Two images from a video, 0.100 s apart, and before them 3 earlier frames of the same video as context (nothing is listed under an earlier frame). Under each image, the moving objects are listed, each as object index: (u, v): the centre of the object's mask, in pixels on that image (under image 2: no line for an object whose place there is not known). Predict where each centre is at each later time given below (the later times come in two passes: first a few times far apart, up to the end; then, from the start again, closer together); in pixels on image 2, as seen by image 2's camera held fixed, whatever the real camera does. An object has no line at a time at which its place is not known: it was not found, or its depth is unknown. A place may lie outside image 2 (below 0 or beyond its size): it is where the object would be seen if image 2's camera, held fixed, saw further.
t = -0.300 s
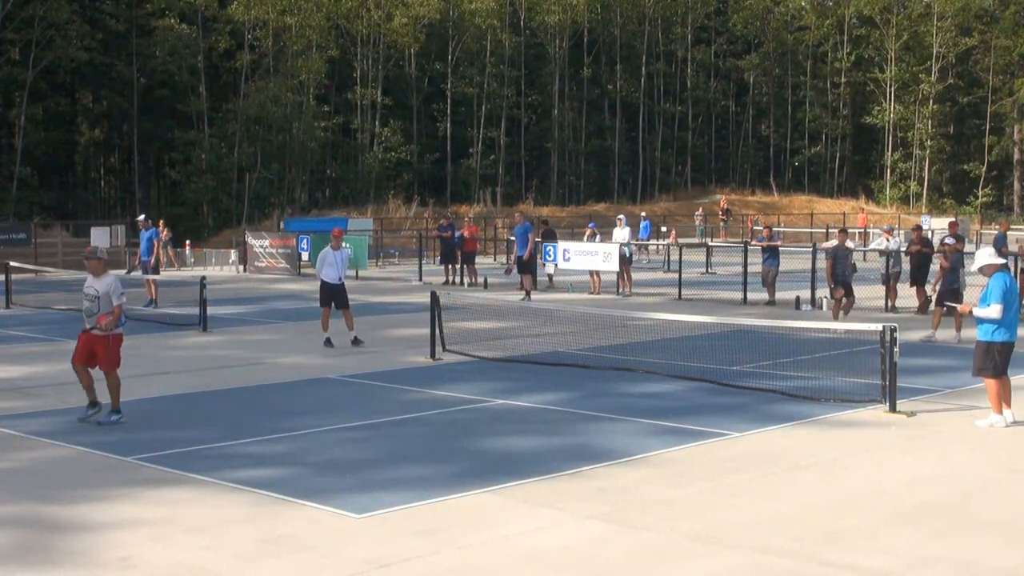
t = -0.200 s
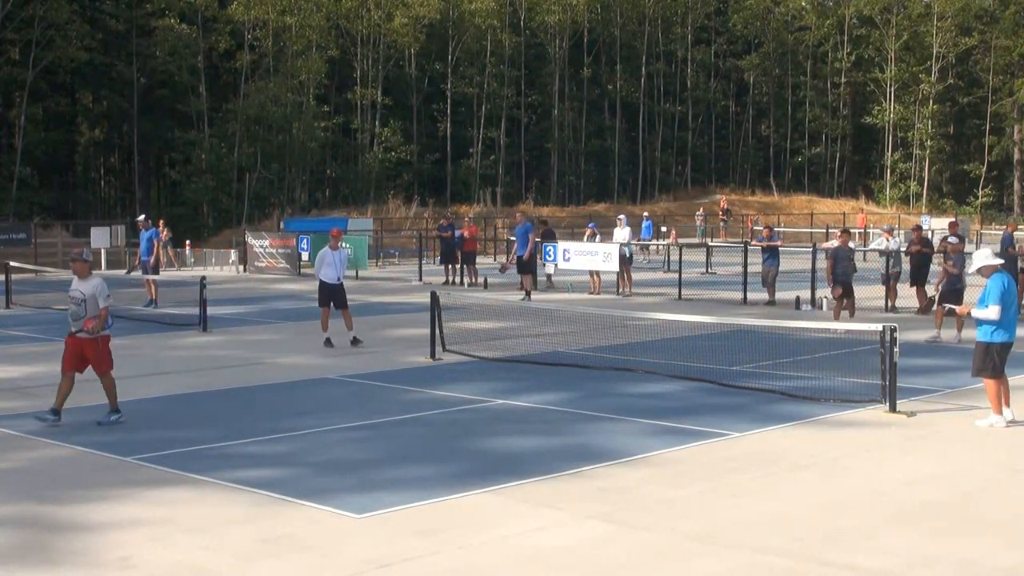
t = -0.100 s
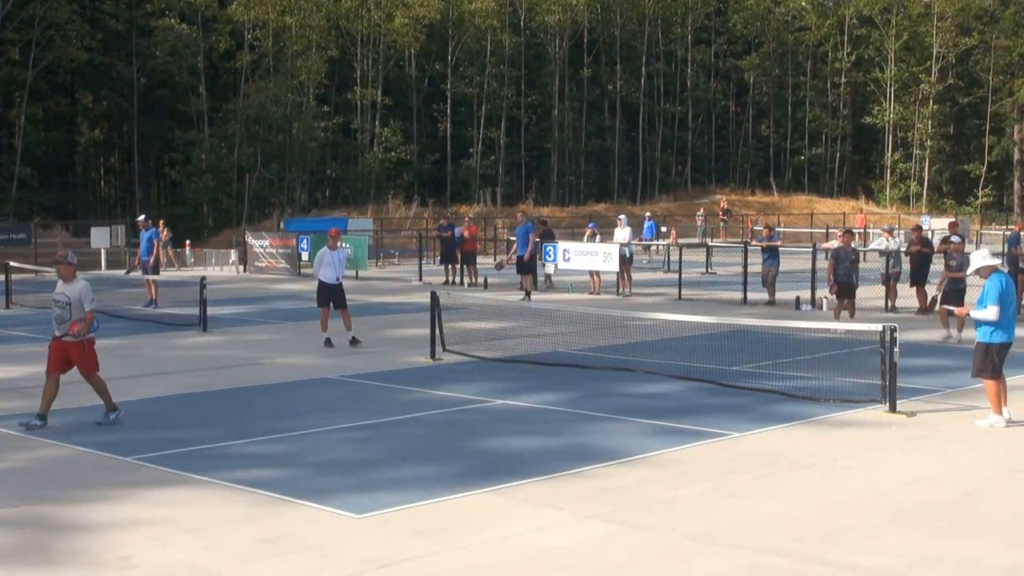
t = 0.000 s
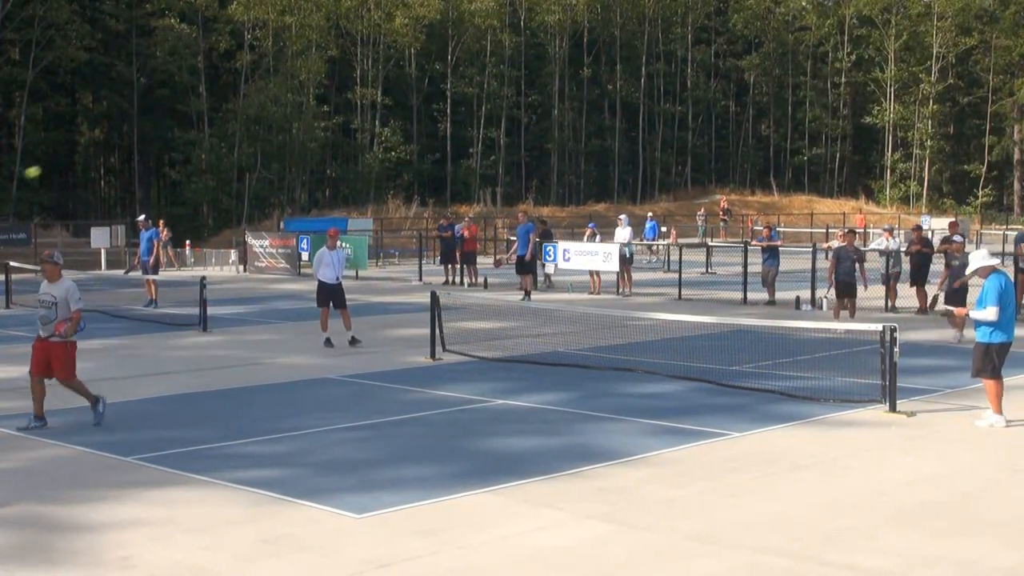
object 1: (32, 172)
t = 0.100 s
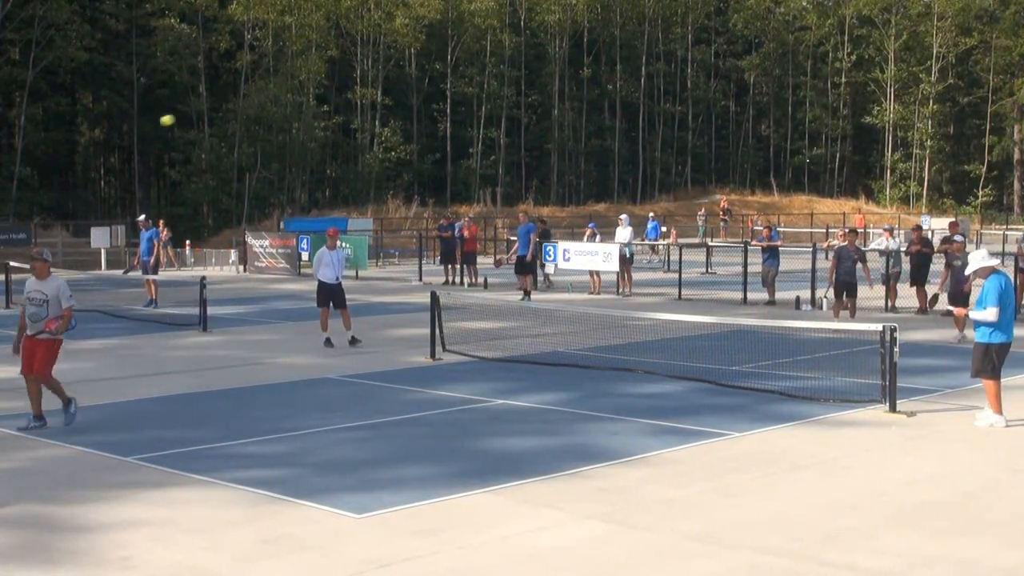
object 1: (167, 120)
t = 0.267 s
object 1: (345, 79)
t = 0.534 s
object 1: (547, 90)
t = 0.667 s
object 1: (621, 119)
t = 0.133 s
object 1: (206, 108)
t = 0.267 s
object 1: (345, 79)
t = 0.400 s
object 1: (456, 75)
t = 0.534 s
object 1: (547, 90)
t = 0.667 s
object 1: (621, 119)
